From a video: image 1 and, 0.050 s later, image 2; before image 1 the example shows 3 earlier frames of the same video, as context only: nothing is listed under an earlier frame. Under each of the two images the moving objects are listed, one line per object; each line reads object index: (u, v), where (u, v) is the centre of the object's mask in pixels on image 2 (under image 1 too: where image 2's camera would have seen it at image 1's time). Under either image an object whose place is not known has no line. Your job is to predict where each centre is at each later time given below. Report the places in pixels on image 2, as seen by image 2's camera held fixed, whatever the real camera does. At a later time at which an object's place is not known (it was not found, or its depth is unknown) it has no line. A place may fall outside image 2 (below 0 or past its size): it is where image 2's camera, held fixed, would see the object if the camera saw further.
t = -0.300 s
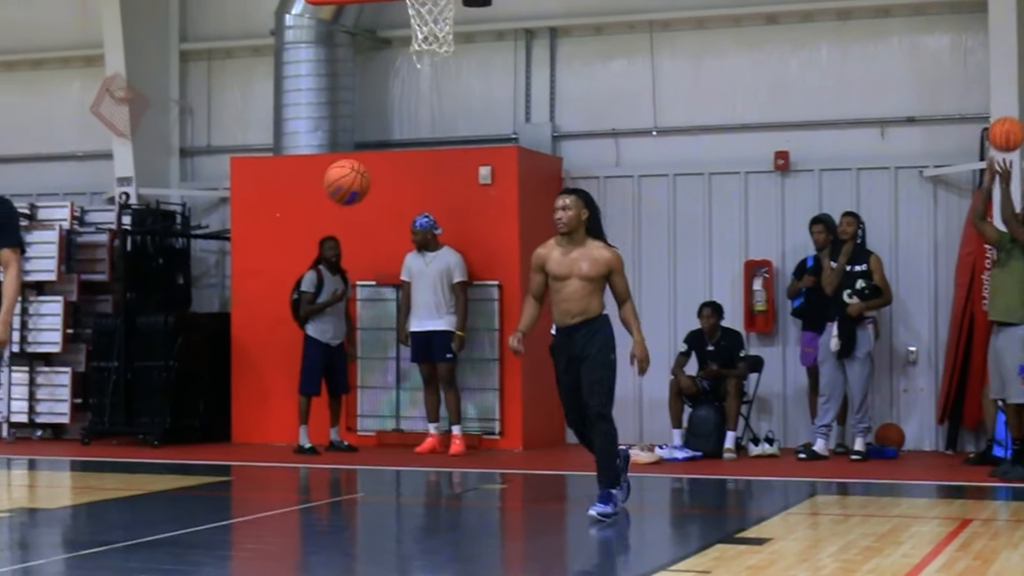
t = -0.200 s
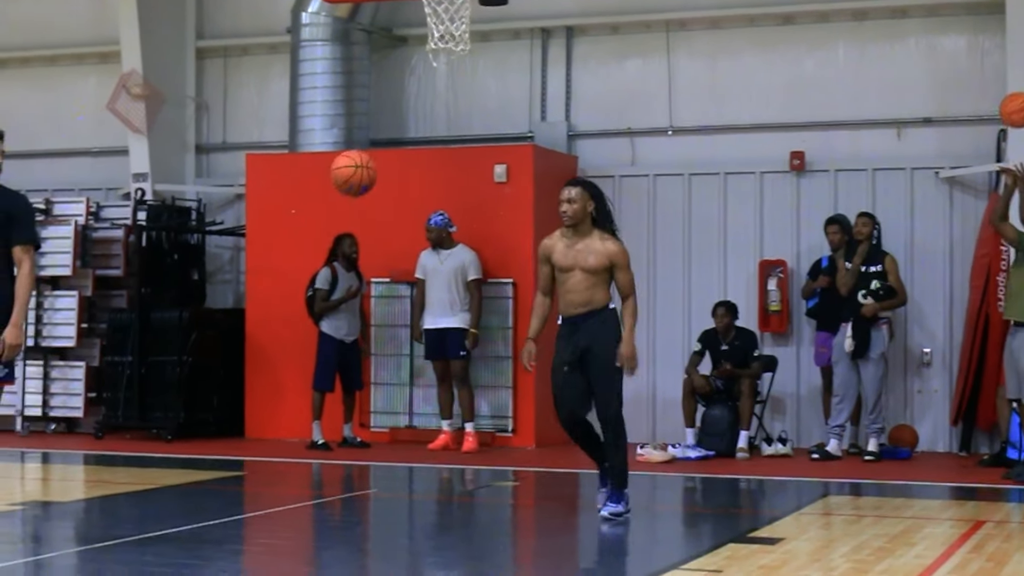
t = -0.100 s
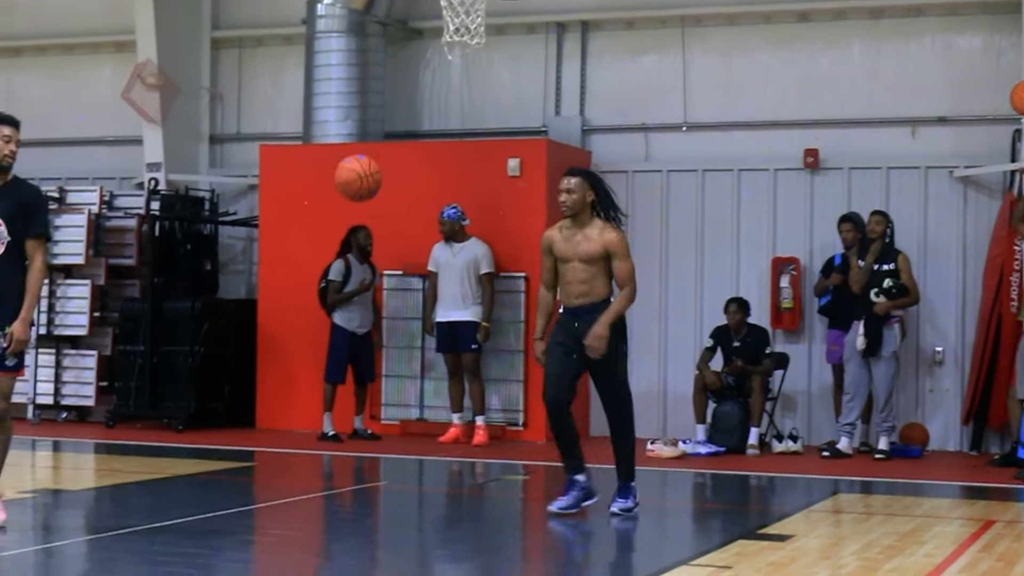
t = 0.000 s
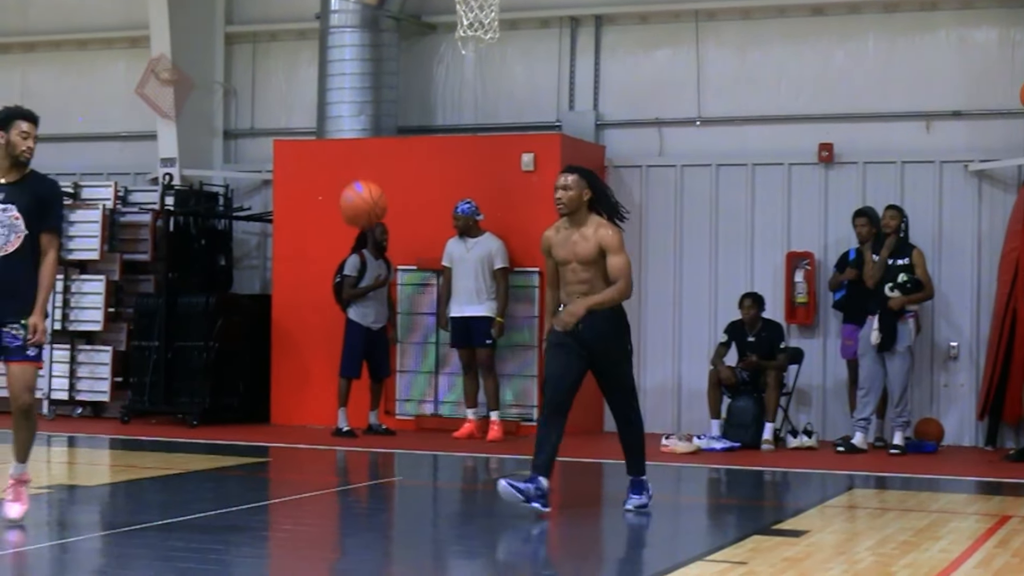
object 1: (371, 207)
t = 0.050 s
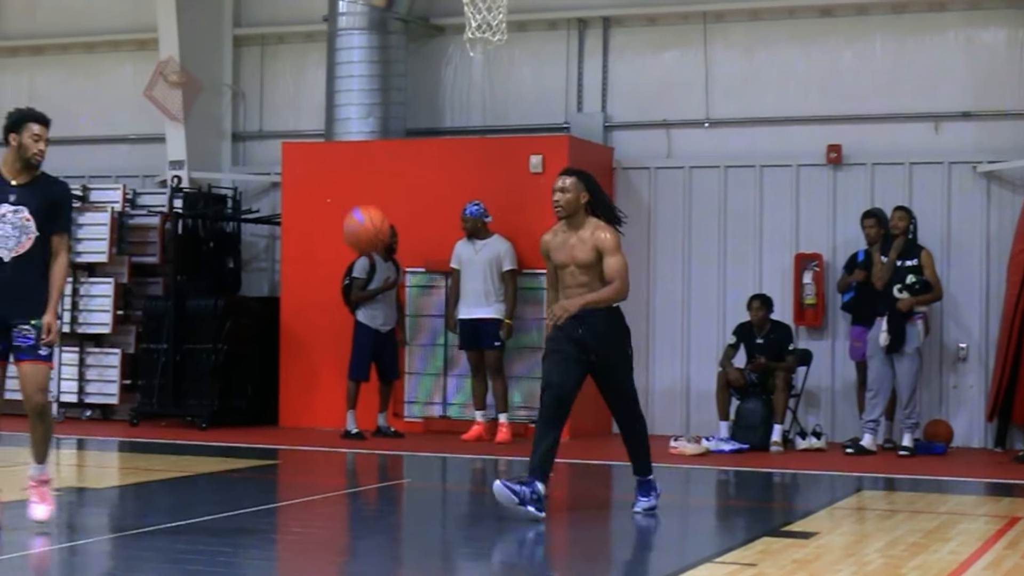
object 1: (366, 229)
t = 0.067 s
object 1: (364, 238)
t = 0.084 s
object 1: (363, 248)
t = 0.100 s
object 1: (360, 258)
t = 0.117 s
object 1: (359, 270)
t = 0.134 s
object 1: (358, 281)
